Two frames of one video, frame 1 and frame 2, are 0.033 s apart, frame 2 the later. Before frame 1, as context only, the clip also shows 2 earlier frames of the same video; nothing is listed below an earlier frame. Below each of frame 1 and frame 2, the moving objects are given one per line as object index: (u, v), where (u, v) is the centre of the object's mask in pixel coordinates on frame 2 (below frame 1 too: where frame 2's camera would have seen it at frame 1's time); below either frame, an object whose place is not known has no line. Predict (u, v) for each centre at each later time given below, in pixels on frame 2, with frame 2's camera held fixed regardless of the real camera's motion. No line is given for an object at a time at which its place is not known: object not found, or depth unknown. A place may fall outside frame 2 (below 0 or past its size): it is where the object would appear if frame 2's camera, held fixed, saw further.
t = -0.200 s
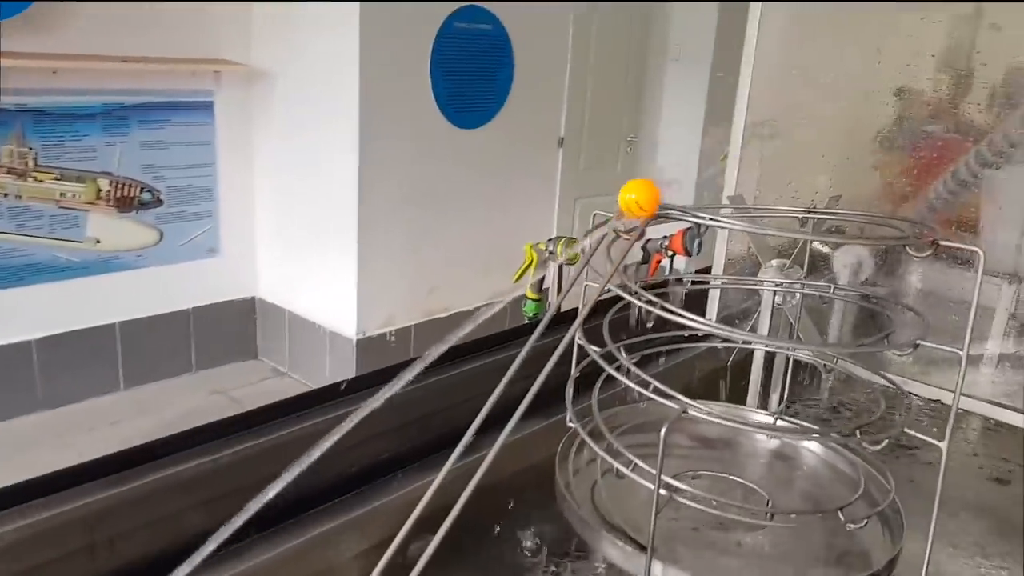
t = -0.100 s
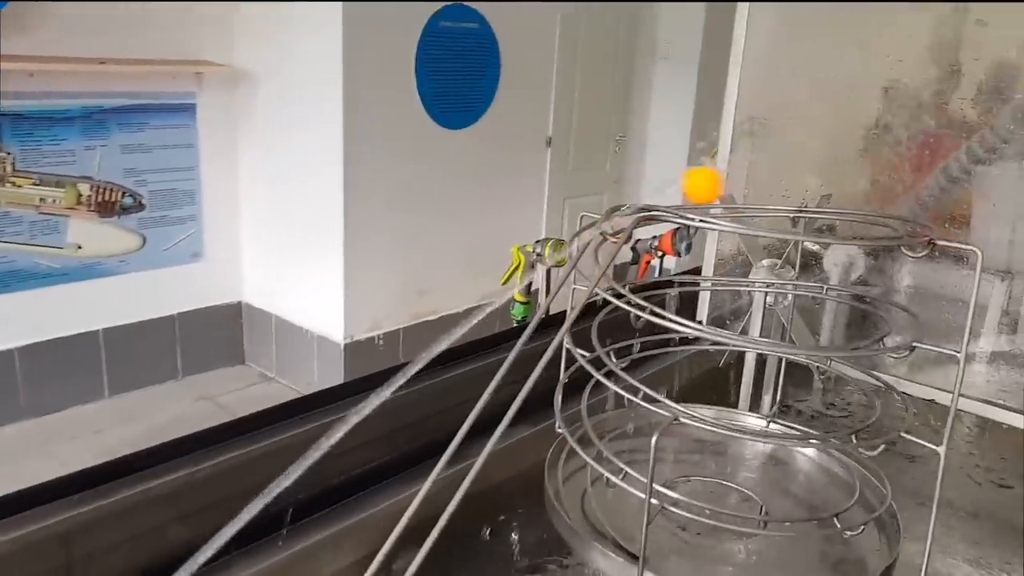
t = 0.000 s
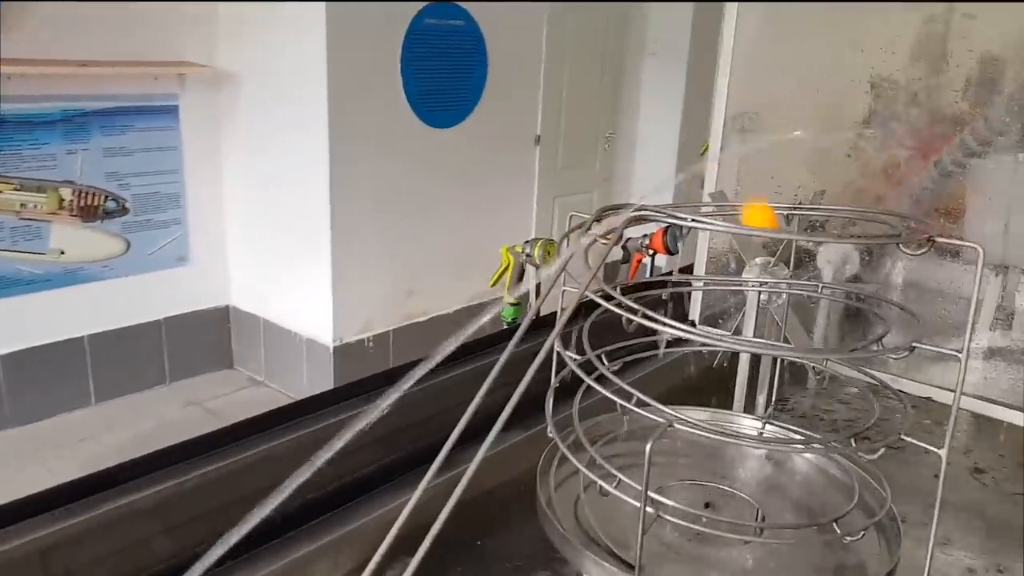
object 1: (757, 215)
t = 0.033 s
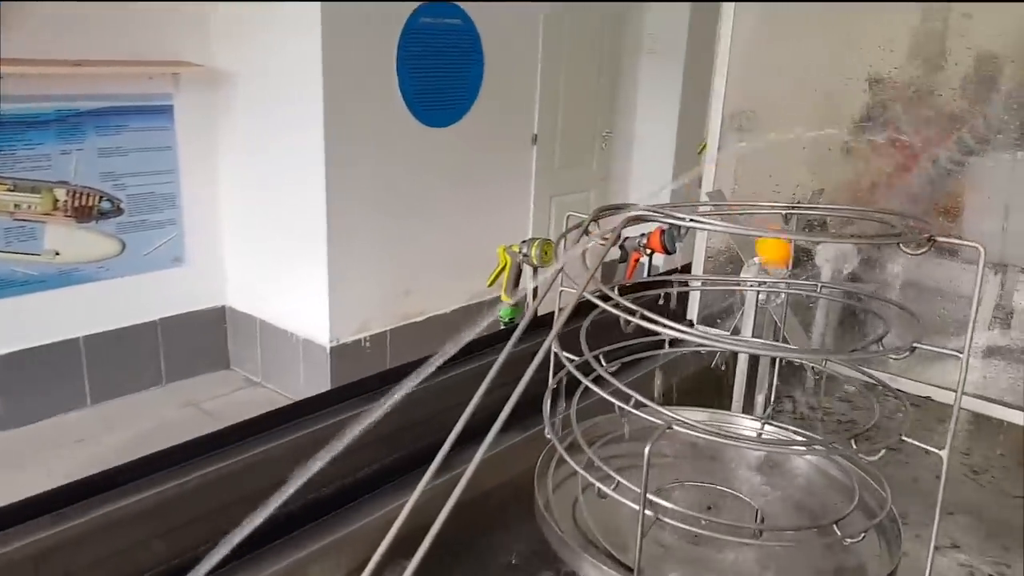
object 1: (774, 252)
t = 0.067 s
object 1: (785, 280)
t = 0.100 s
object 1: (762, 286)
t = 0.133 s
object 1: (733, 298)
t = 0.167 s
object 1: (706, 315)
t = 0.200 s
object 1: (666, 354)
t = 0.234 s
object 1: (640, 384)
